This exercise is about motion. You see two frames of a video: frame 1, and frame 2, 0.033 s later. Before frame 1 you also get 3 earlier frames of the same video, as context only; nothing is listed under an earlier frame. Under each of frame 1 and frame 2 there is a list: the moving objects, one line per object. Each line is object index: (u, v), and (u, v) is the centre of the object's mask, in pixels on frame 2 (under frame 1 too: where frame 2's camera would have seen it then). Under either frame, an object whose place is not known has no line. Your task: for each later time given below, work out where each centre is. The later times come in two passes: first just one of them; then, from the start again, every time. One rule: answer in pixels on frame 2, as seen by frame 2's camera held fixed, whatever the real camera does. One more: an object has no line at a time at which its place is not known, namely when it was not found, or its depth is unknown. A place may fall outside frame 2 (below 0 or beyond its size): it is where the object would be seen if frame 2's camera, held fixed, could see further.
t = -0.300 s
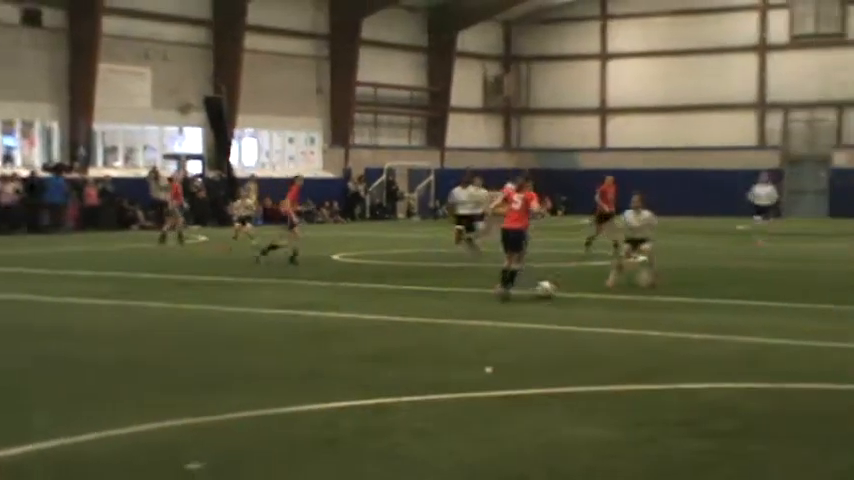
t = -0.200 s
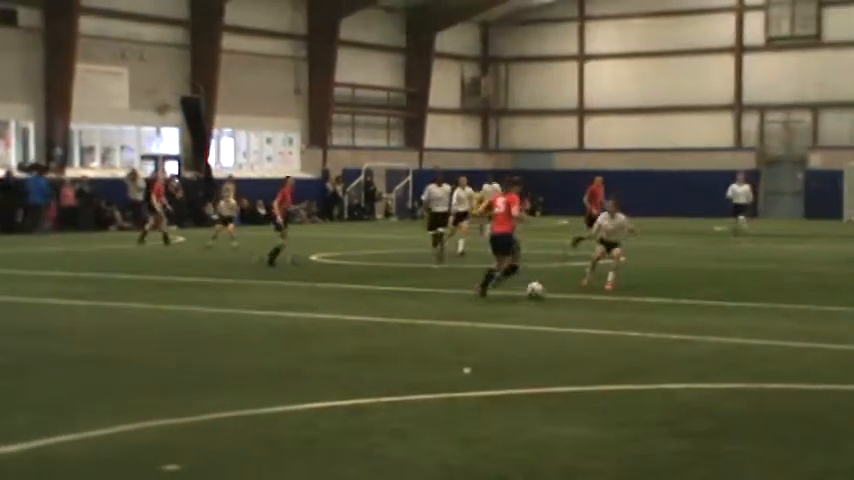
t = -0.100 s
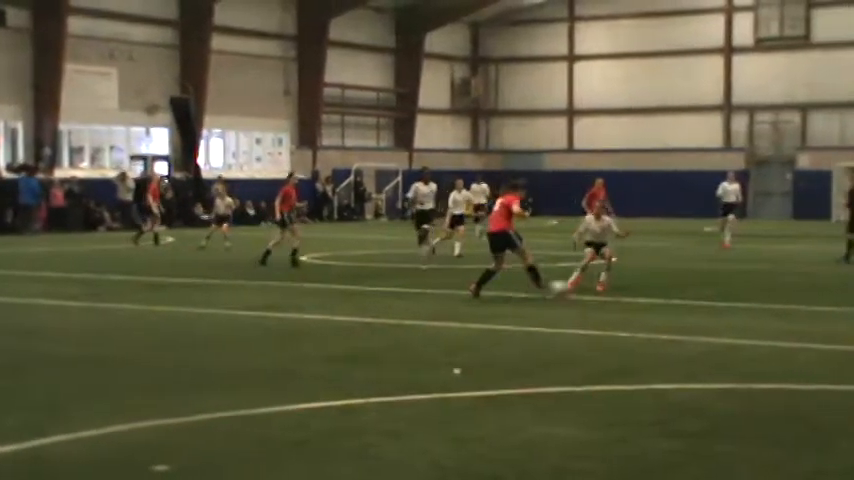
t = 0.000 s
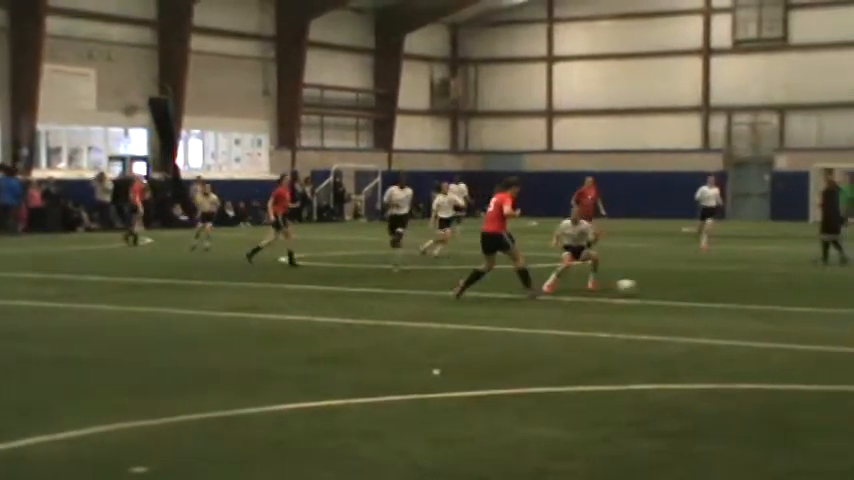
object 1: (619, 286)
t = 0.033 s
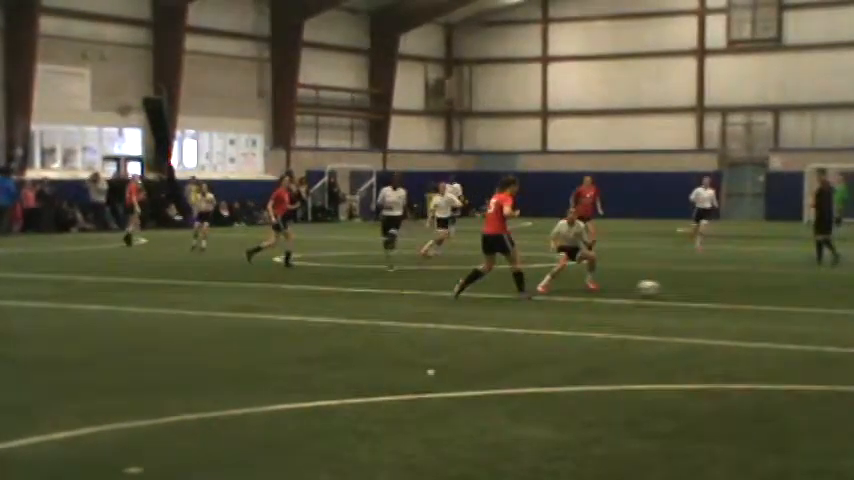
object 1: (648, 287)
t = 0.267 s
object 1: (822, 287)
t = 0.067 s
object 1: (675, 289)
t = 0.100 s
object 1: (702, 287)
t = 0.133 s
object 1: (728, 287)
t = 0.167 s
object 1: (754, 287)
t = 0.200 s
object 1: (777, 287)
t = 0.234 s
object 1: (799, 287)
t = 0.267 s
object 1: (822, 287)
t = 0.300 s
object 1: (844, 287)
